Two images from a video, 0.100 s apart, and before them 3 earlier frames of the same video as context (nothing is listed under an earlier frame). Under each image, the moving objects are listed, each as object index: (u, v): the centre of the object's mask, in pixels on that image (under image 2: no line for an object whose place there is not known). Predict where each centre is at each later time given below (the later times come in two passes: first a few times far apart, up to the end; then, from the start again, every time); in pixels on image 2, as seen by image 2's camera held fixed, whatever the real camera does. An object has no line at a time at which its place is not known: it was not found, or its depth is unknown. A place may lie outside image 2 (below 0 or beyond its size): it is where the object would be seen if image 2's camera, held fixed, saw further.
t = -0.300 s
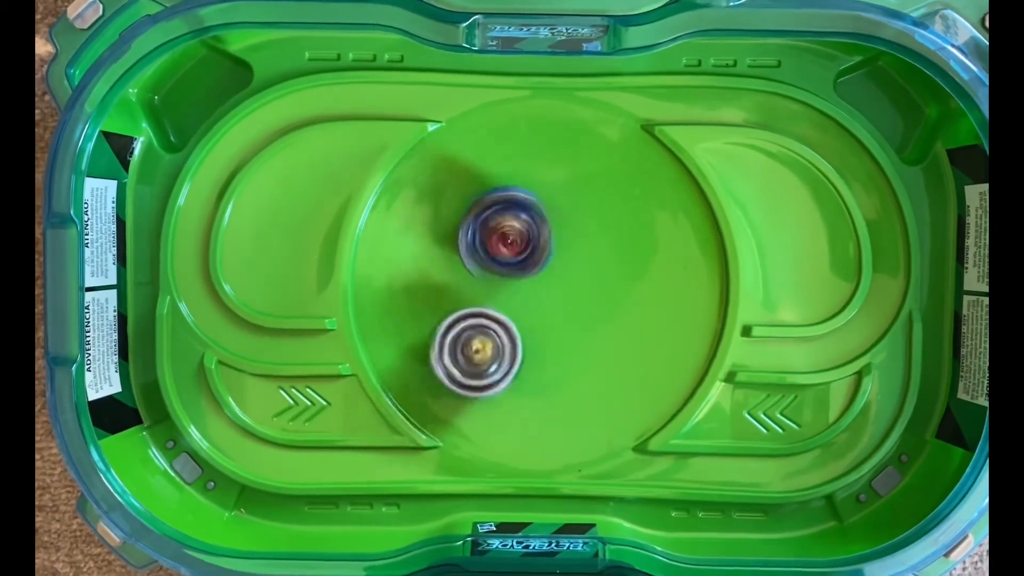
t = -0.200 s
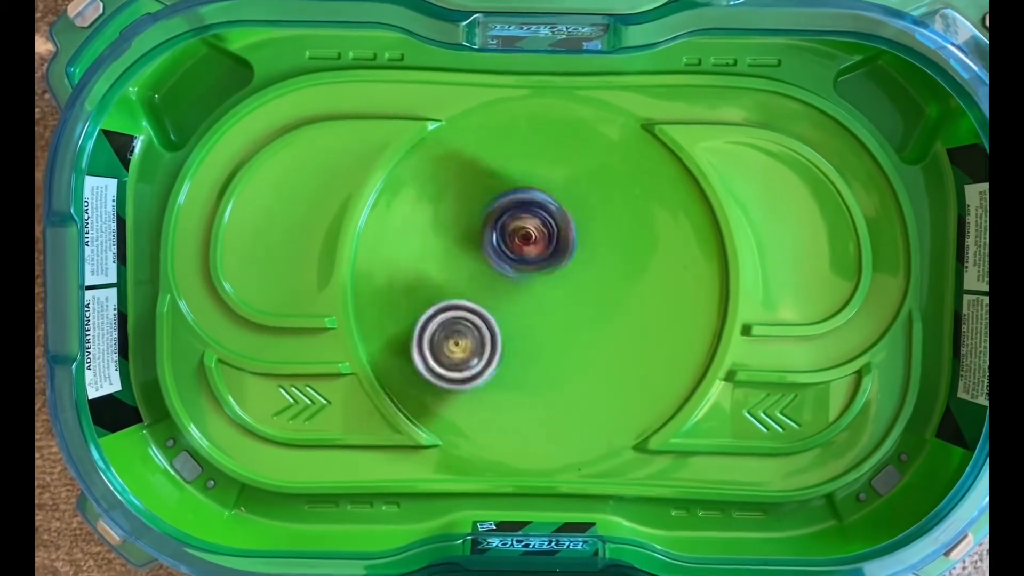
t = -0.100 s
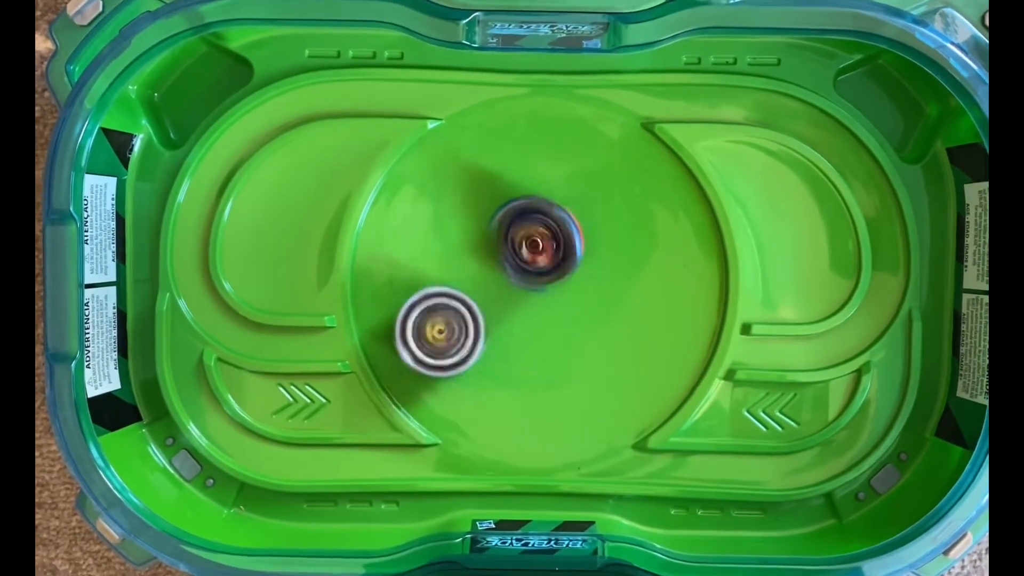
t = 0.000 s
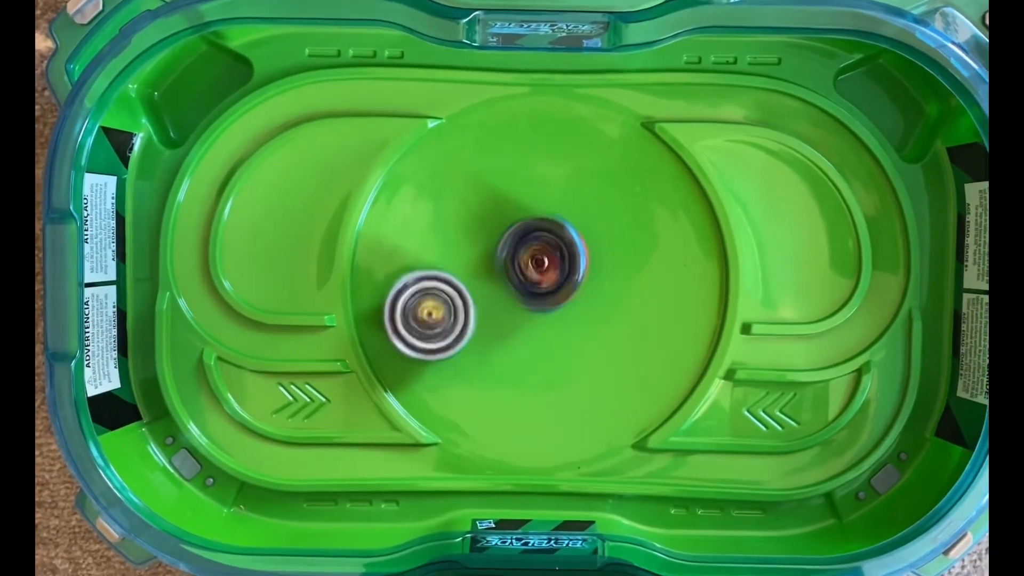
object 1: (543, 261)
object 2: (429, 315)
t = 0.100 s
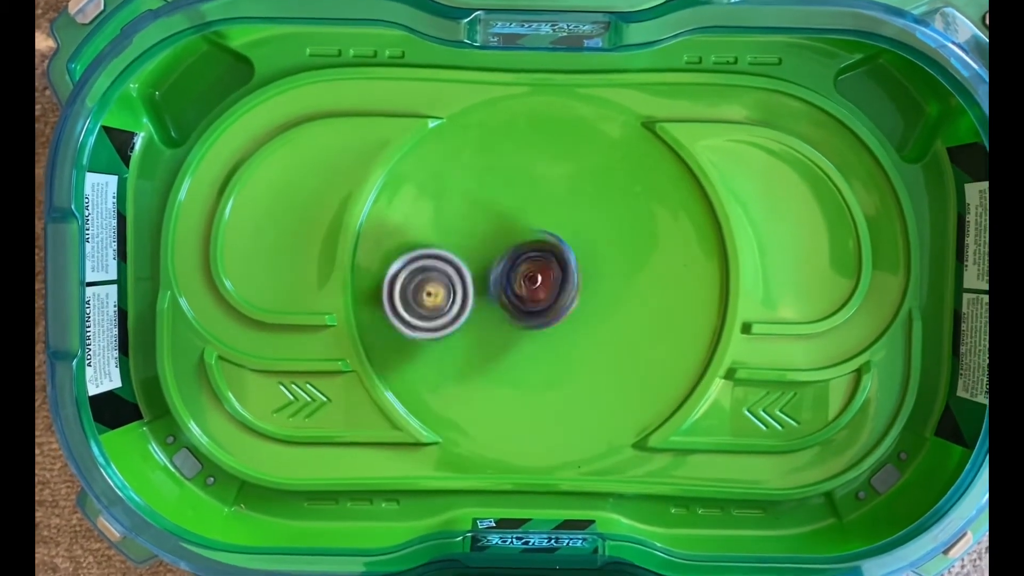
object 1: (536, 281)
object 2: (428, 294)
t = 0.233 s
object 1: (535, 316)
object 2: (410, 252)
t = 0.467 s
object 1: (523, 327)
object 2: (403, 216)
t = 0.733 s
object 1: (530, 290)
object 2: (462, 226)
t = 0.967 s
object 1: (598, 296)
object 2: (492, 248)
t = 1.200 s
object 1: (625, 272)
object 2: (500, 299)
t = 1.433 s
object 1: (621, 253)
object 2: (484, 349)
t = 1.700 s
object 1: (590, 242)
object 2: (449, 365)
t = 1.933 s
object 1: (579, 293)
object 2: (442, 331)
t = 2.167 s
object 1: (610, 293)
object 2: (474, 302)
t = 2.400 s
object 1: (603, 298)
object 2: (510, 299)
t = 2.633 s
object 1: (606, 298)
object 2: (508, 317)
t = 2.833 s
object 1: (593, 309)
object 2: (500, 346)
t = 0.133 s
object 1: (532, 284)
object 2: (430, 287)
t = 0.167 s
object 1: (529, 288)
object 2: (431, 280)
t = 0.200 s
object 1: (534, 301)
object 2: (421, 265)
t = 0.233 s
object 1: (535, 316)
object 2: (410, 252)
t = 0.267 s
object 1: (537, 325)
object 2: (402, 245)
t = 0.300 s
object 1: (538, 332)
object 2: (399, 239)
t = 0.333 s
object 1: (535, 338)
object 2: (396, 235)
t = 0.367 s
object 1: (530, 339)
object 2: (395, 231)
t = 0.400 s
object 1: (525, 337)
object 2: (396, 225)
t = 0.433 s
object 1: (523, 332)
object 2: (399, 220)
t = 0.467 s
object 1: (523, 327)
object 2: (403, 216)
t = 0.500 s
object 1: (524, 324)
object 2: (409, 212)
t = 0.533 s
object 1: (523, 320)
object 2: (417, 211)
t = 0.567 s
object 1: (523, 315)
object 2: (423, 211)
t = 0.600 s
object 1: (522, 310)
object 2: (432, 212)
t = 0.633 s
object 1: (523, 305)
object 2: (440, 214)
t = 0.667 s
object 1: (525, 300)
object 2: (447, 217)
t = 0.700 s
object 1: (528, 295)
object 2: (455, 221)
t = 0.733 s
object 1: (530, 290)
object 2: (462, 226)
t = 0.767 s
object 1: (537, 287)
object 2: (467, 227)
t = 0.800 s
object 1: (549, 291)
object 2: (470, 225)
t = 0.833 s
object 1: (560, 291)
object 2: (475, 224)
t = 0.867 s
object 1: (570, 293)
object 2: (481, 230)
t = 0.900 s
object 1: (580, 294)
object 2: (486, 237)
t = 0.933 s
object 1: (589, 295)
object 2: (489, 242)
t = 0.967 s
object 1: (598, 296)
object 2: (492, 248)
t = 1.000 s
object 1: (607, 295)
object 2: (495, 254)
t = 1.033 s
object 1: (614, 291)
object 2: (497, 260)
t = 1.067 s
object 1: (619, 287)
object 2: (499, 266)
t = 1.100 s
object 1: (622, 282)
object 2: (500, 273)
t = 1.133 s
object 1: (623, 278)
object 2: (501, 280)
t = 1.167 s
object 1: (624, 275)
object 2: (500, 290)
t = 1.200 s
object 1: (625, 272)
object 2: (500, 299)
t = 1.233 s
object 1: (626, 269)
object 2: (498, 308)
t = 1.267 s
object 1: (626, 266)
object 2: (497, 318)
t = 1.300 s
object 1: (625, 263)
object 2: (495, 326)
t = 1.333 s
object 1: (624, 261)
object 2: (492, 334)
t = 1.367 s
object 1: (623, 258)
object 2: (490, 339)
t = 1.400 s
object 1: (622, 255)
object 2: (487, 344)
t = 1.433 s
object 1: (621, 253)
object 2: (484, 349)
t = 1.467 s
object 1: (619, 251)
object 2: (482, 353)
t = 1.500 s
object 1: (617, 249)
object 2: (477, 357)
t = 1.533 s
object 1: (615, 247)
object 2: (473, 361)
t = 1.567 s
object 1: (612, 245)
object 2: (469, 363)
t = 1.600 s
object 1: (608, 244)
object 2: (464, 365)
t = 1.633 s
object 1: (603, 243)
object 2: (459, 366)
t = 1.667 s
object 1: (597, 242)
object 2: (454, 365)
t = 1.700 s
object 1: (590, 242)
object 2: (449, 365)
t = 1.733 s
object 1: (583, 246)
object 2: (445, 362)
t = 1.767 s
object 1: (576, 251)
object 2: (441, 358)
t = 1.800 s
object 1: (572, 258)
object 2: (439, 355)
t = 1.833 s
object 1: (570, 268)
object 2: (439, 348)
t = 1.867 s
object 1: (569, 278)
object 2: (438, 343)
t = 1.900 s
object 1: (573, 286)
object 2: (440, 337)
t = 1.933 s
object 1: (579, 293)
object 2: (442, 331)
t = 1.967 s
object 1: (586, 296)
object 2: (445, 326)
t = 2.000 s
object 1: (593, 297)
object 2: (450, 320)
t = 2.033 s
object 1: (598, 297)
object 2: (454, 315)
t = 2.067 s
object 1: (603, 296)
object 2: (459, 311)
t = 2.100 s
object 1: (606, 295)
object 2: (464, 307)
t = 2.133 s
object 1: (608, 294)
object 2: (468, 305)
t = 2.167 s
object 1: (610, 293)
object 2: (474, 302)
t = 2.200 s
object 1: (611, 292)
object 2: (479, 300)
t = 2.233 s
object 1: (611, 292)
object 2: (485, 299)
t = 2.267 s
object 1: (610, 293)
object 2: (491, 298)
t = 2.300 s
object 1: (609, 294)
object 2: (496, 298)
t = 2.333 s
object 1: (607, 295)
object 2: (502, 298)
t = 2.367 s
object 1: (604, 296)
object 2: (507, 299)
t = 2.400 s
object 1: (603, 298)
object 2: (510, 299)
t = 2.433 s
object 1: (605, 297)
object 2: (512, 300)
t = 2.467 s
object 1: (606, 295)
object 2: (515, 301)
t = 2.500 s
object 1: (609, 295)
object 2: (515, 299)
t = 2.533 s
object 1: (609, 294)
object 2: (514, 301)
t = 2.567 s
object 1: (608, 295)
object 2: (514, 306)
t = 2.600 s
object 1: (607, 296)
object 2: (512, 311)
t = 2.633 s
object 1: (606, 298)
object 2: (508, 317)
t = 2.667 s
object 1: (605, 300)
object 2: (507, 321)
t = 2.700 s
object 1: (604, 301)
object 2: (505, 326)
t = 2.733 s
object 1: (602, 304)
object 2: (503, 332)
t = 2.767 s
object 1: (600, 306)
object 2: (502, 337)
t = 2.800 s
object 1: (596, 307)
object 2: (501, 342)
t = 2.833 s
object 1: (593, 309)
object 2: (500, 346)
